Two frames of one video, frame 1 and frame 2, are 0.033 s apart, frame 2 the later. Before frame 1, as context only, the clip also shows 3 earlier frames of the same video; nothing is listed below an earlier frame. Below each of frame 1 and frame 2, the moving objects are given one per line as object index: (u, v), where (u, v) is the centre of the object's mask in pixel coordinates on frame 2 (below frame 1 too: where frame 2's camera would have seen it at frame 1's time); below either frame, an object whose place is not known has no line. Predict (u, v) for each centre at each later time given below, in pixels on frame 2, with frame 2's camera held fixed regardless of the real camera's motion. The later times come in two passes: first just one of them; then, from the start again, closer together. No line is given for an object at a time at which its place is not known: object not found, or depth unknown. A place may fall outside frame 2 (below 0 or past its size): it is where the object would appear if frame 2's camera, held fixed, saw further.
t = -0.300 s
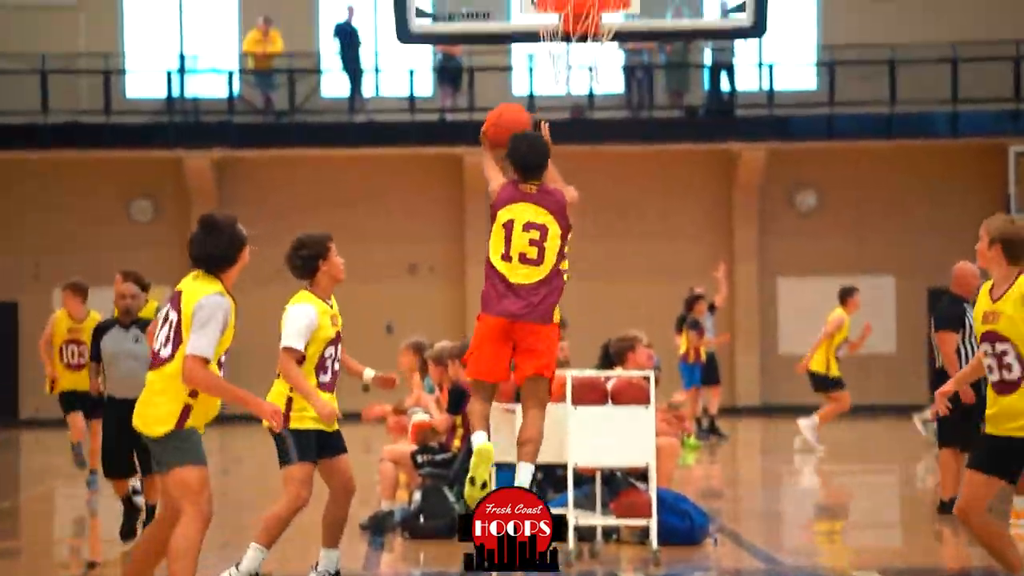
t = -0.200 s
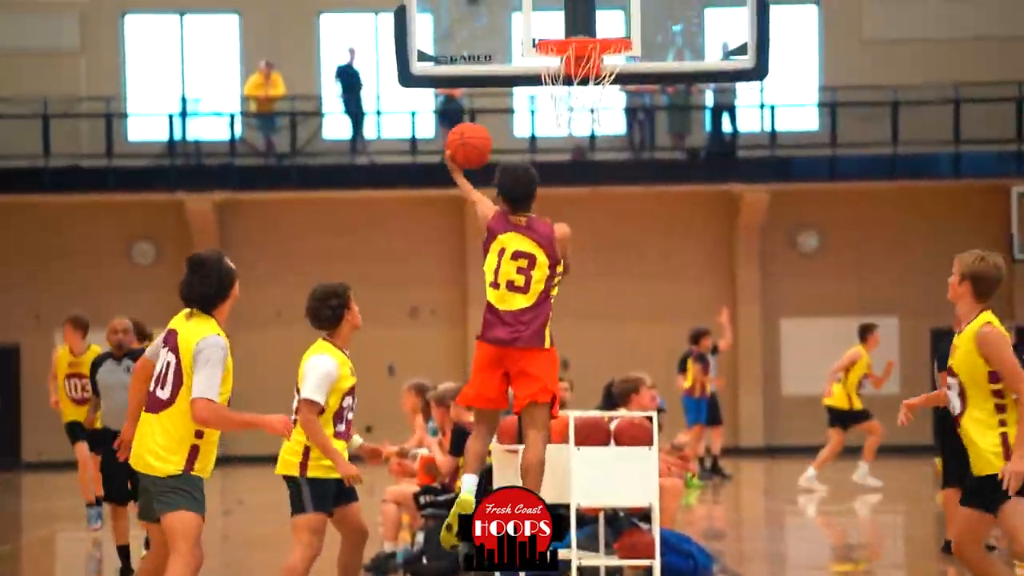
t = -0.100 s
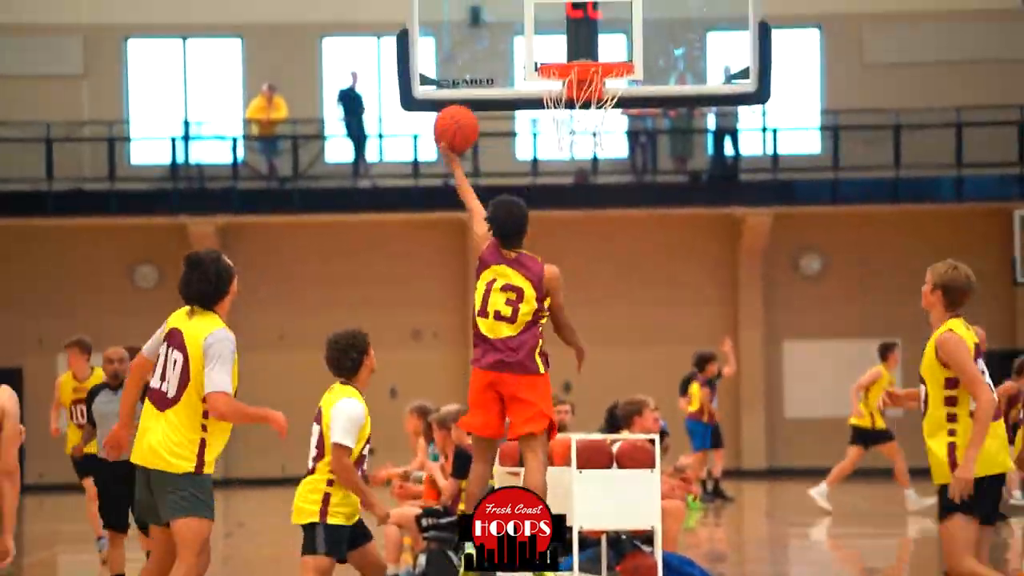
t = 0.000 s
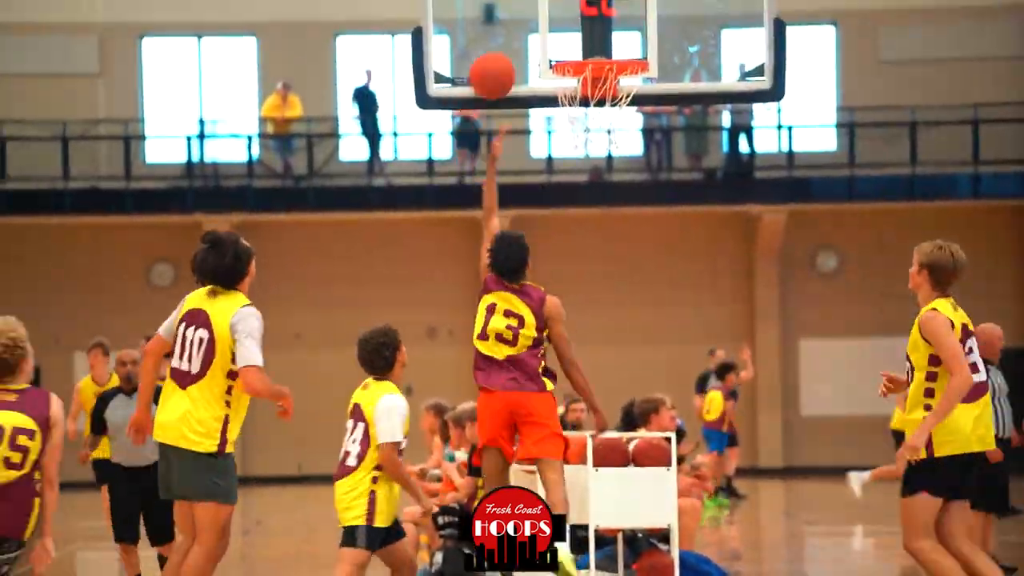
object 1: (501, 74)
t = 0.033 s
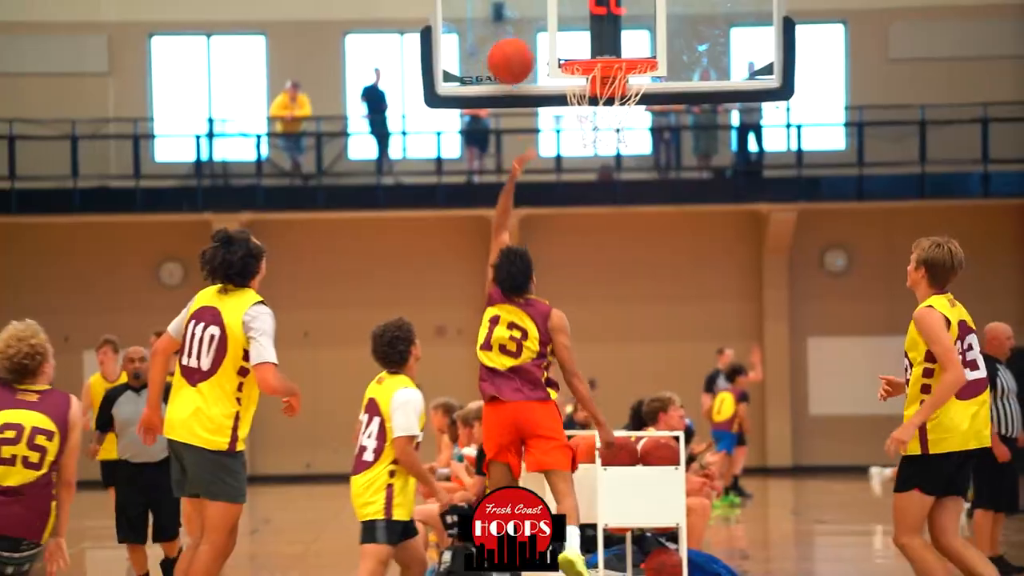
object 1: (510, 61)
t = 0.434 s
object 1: (614, 84)
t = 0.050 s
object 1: (514, 55)
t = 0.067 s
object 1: (518, 50)
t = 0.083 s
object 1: (523, 45)
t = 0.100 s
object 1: (527, 42)
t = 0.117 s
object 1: (531, 39)
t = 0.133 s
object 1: (535, 36)
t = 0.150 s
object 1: (539, 34)
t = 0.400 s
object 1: (607, 51)
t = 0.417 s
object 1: (610, 77)
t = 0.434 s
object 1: (614, 84)
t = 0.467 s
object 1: (625, 92)
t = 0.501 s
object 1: (631, 105)
